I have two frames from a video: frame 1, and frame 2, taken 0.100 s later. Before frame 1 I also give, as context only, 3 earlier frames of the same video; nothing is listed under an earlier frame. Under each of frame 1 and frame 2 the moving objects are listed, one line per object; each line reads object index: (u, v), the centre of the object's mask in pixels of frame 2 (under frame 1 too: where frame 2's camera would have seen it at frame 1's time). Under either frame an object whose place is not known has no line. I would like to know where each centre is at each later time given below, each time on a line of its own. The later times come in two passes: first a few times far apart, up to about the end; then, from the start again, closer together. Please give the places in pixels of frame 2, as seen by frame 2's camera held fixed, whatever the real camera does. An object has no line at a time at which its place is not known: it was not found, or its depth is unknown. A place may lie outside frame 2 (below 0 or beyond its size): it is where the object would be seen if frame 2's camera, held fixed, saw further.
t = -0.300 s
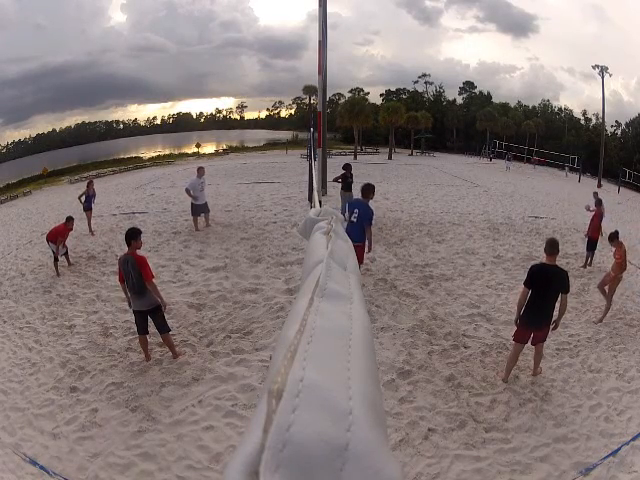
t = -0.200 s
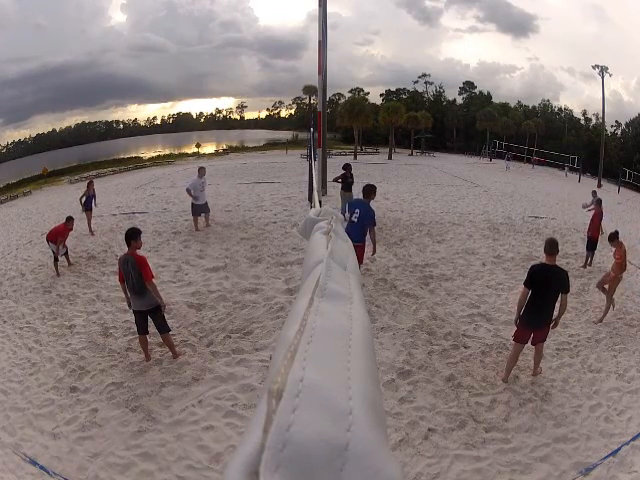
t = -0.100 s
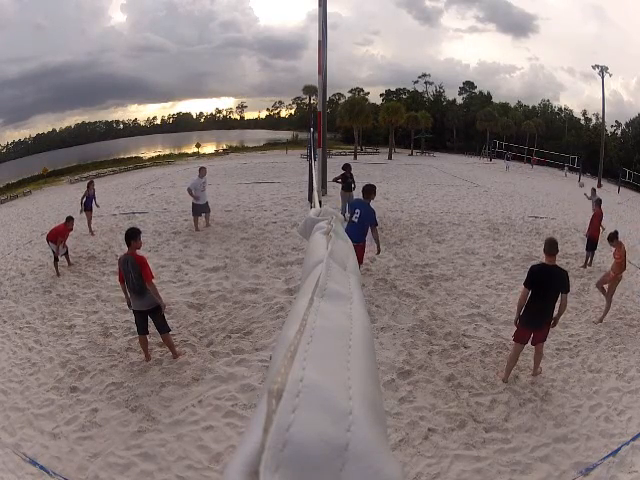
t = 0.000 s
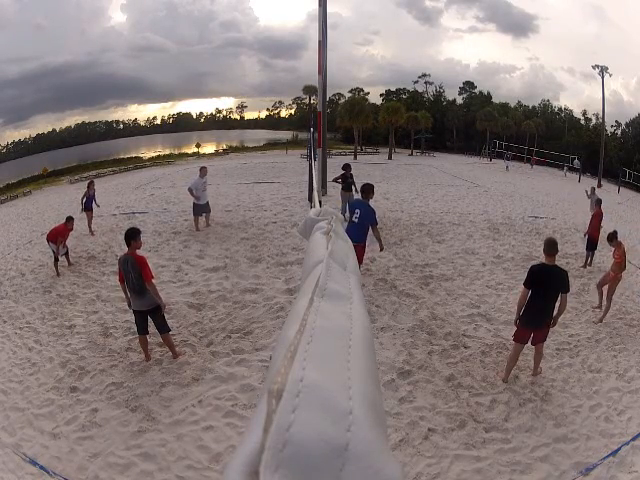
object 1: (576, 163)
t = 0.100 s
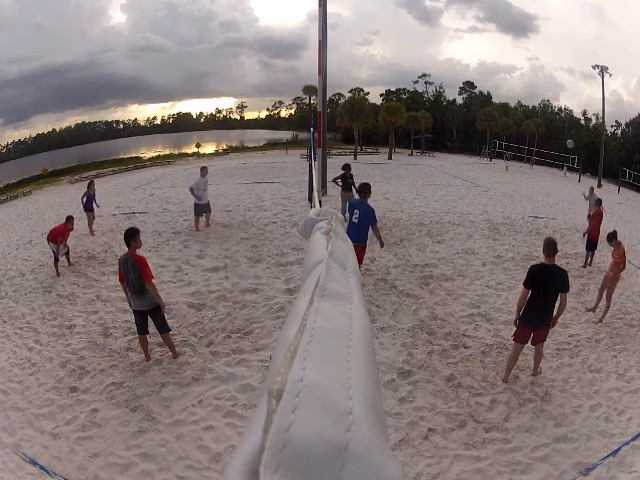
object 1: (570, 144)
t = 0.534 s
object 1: (517, 72)
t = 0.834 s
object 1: (443, 60)
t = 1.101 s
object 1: (329, 121)
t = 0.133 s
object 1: (567, 137)
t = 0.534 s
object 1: (517, 72)
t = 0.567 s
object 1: (511, 69)
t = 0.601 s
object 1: (504, 65)
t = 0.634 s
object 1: (497, 62)
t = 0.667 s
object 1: (489, 60)
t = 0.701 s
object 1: (481, 59)
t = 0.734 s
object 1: (473, 58)
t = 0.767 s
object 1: (463, 58)
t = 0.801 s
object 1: (454, 58)
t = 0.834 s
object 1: (443, 60)
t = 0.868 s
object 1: (432, 63)
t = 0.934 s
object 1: (408, 71)
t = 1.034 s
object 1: (363, 96)
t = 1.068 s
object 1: (346, 108)
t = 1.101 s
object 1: (329, 121)
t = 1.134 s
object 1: (309, 136)
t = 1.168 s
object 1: (291, 155)
